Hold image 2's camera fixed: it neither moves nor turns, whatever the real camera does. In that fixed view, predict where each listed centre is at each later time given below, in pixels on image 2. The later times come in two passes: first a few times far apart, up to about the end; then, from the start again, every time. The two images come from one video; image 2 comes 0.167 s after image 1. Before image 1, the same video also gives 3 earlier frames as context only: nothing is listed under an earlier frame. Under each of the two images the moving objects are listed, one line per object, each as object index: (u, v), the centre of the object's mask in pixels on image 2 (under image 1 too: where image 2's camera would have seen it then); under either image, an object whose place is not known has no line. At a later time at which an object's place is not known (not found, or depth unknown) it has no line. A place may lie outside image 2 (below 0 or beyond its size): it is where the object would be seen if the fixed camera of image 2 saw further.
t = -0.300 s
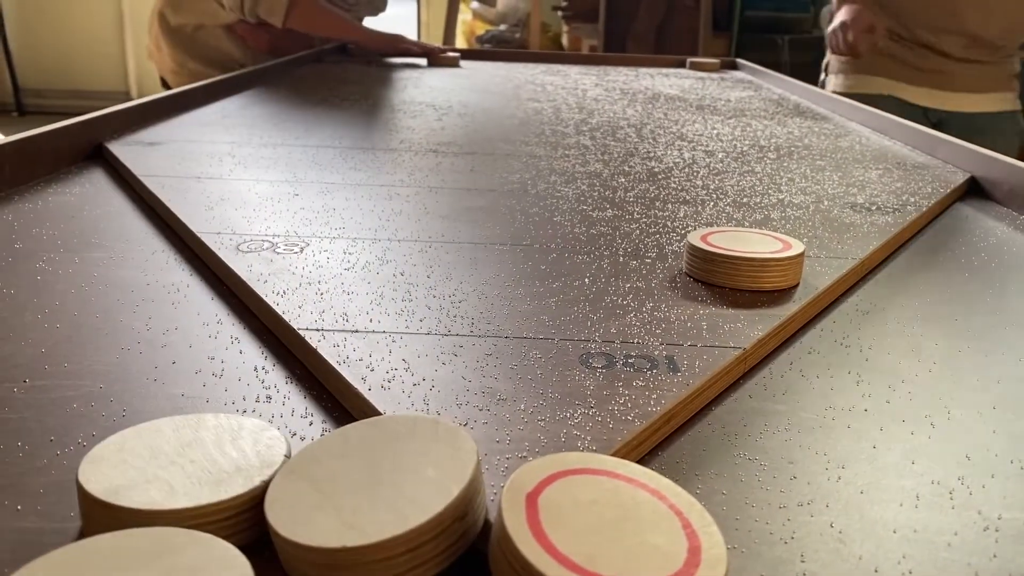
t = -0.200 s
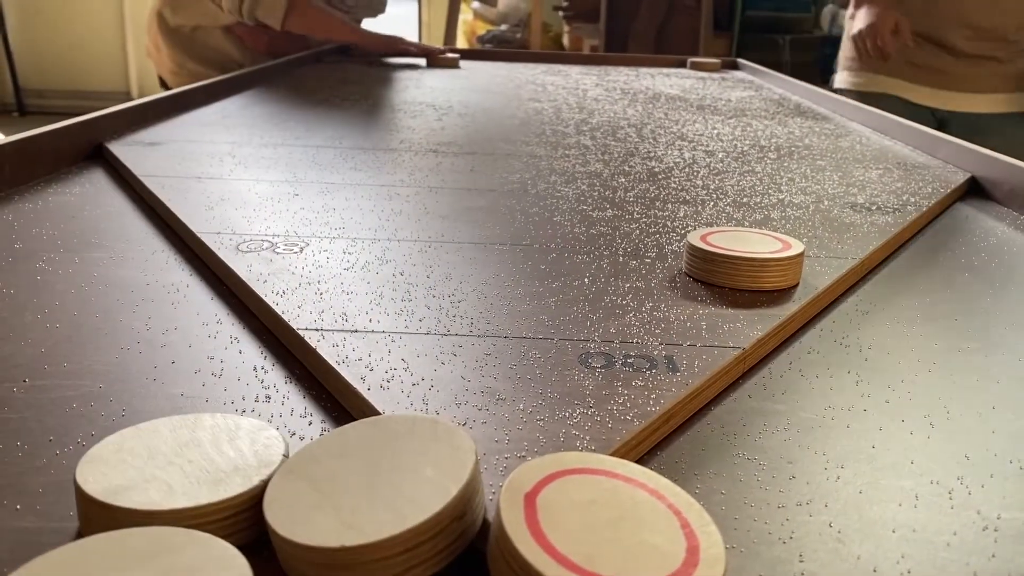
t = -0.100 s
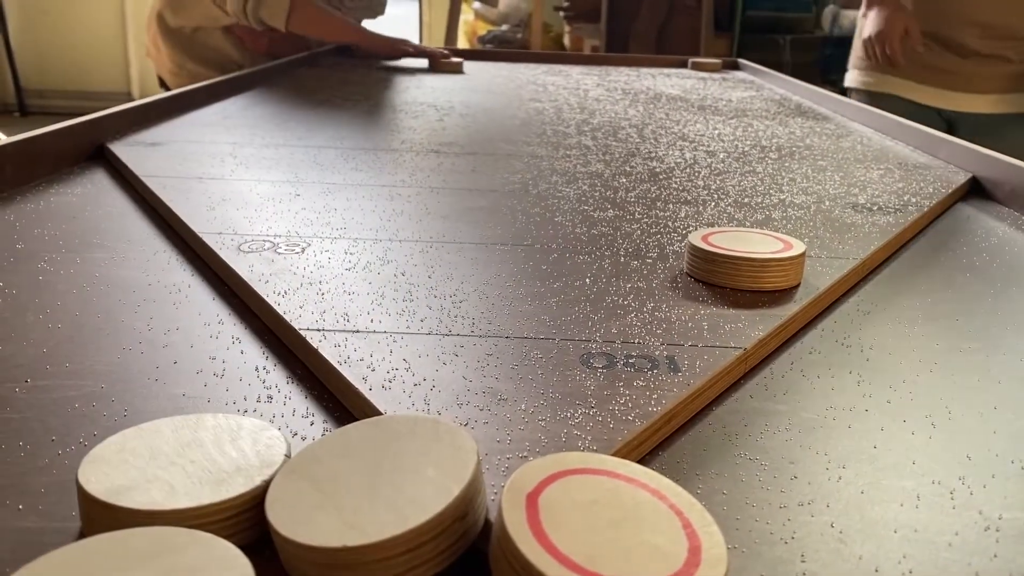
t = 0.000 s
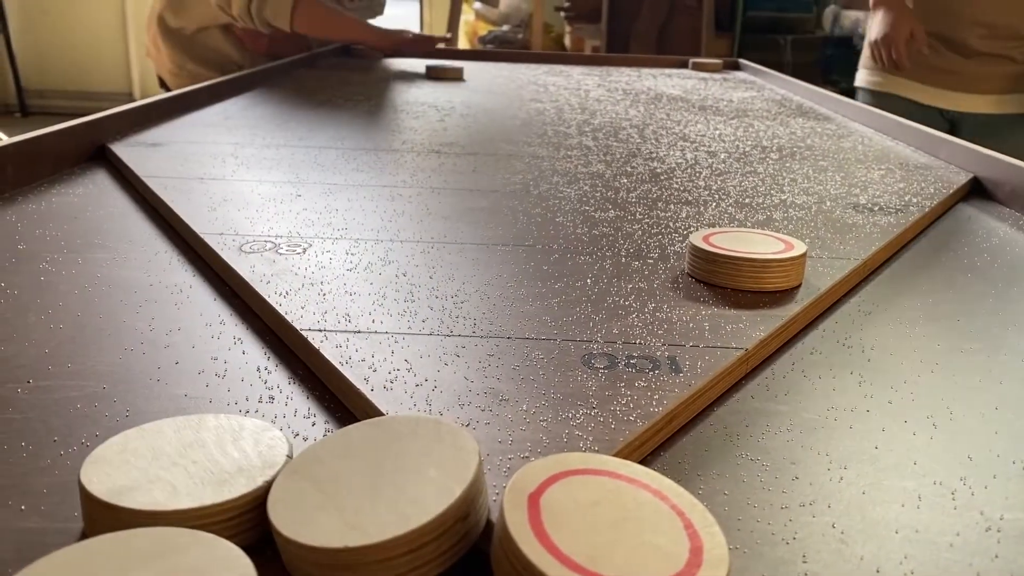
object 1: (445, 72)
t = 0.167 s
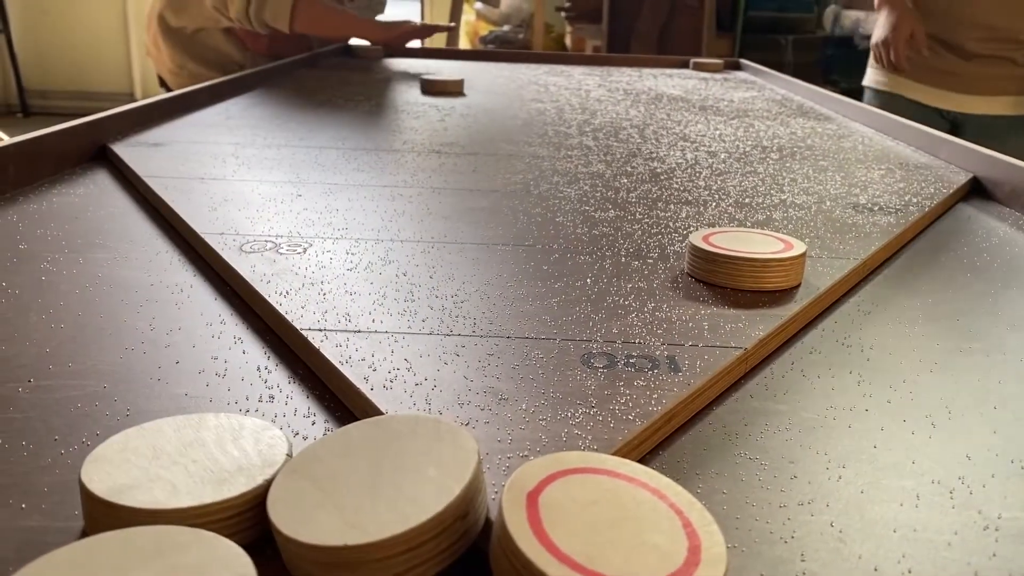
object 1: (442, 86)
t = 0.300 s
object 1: (440, 97)
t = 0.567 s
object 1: (436, 131)
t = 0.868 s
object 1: (429, 199)
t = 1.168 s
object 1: (410, 360)
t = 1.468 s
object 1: (411, 452)
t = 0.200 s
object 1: (441, 88)
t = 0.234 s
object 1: (441, 90)
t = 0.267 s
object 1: (440, 95)
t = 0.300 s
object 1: (440, 97)
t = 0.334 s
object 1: (439, 101)
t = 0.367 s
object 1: (438, 105)
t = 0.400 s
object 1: (438, 108)
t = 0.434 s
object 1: (437, 113)
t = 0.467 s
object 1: (437, 117)
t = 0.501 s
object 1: (437, 121)
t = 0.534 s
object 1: (436, 126)
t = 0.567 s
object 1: (436, 131)
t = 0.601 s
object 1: (435, 137)
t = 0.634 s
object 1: (434, 143)
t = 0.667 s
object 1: (434, 150)
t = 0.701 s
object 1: (433, 156)
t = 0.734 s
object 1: (432, 162)
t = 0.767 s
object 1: (431, 172)
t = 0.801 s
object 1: (430, 179)
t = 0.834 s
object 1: (429, 190)
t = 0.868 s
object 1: (429, 199)
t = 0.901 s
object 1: (428, 210)
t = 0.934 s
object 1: (427, 223)
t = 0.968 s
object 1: (426, 237)
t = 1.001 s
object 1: (424, 251)
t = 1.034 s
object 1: (422, 267)
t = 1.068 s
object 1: (420, 285)
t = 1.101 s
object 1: (418, 307)
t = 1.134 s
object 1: (414, 331)
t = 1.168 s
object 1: (410, 360)
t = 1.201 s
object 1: (408, 379)
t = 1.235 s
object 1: (412, 397)
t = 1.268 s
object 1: (414, 406)
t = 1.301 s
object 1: (418, 414)
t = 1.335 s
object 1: (420, 420)
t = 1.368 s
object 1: (422, 427)
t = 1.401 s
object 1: (422, 435)
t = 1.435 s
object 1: (420, 443)
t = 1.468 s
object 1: (411, 452)
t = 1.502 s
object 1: (400, 461)
